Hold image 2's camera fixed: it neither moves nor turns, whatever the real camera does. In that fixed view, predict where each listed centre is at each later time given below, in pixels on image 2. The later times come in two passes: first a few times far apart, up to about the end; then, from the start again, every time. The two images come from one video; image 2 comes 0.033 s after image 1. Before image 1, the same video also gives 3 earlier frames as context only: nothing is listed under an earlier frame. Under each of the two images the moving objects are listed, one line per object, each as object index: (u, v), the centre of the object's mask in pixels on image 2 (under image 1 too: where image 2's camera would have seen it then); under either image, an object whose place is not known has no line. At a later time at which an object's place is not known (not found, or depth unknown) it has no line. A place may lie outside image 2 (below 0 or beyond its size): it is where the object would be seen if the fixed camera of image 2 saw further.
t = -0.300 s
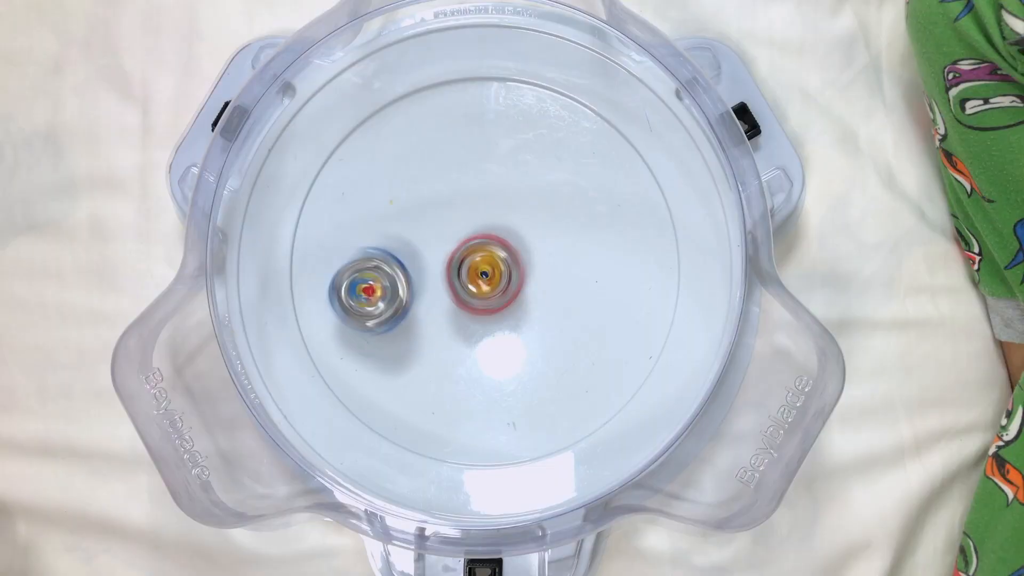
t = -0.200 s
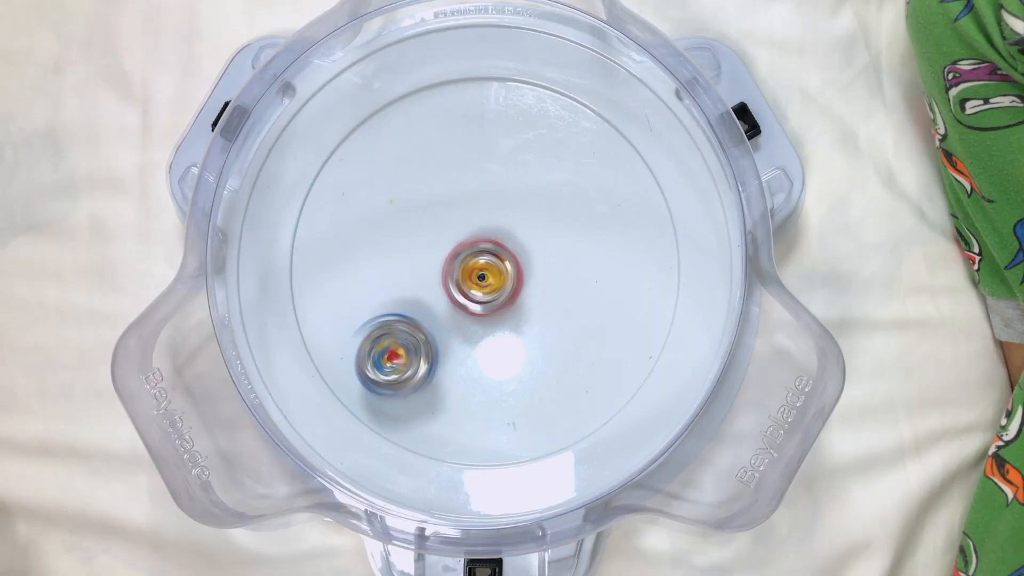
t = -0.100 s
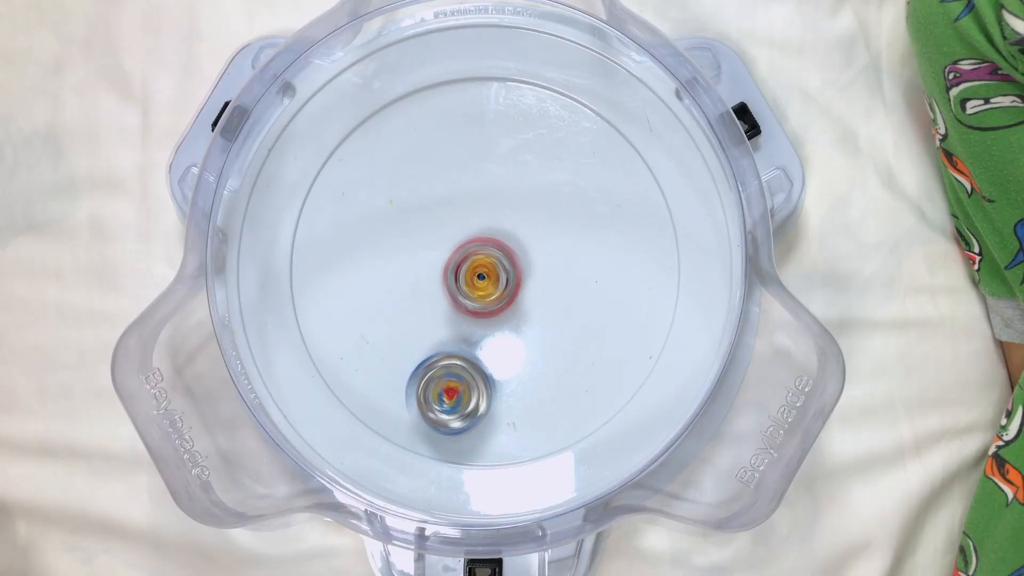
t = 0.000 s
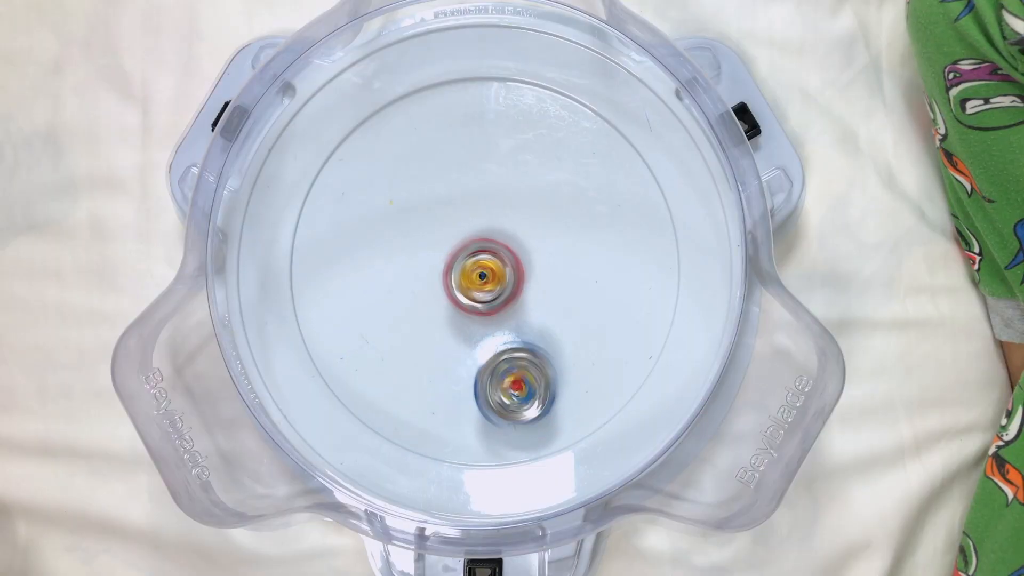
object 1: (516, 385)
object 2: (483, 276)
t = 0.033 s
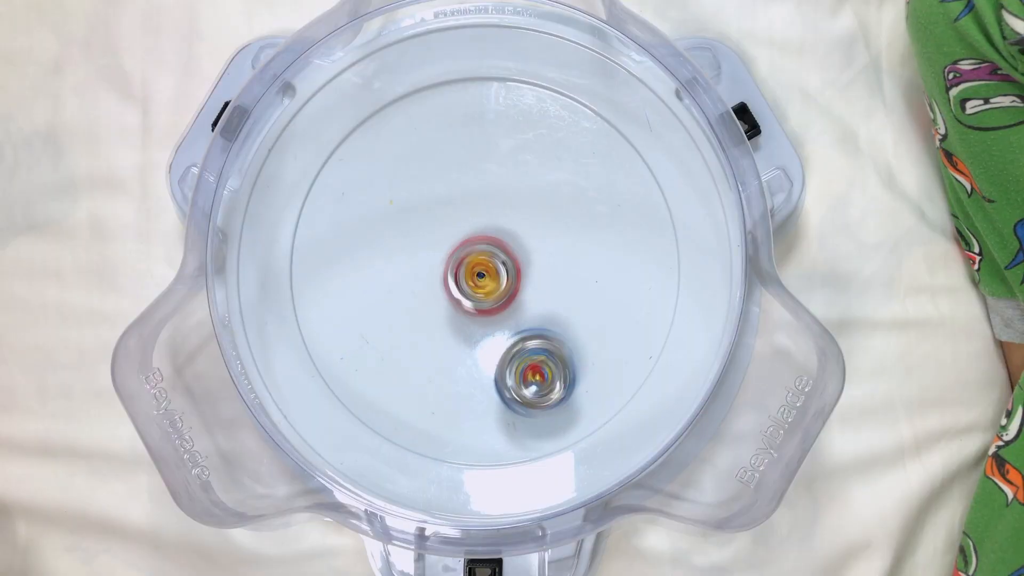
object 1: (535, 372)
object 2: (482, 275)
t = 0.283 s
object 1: (567, 223)
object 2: (485, 271)
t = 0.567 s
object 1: (430, 171)
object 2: (482, 273)
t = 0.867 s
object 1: (383, 316)
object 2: (499, 280)
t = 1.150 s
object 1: (343, 347)
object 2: (572, 299)
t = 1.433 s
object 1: (443, 261)
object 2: (518, 285)
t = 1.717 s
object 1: (511, 156)
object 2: (483, 335)
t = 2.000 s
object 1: (539, 270)
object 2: (457, 269)
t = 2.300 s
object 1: (571, 303)
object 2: (472, 241)
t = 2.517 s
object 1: (547, 301)
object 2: (464, 244)
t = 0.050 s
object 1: (544, 366)
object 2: (483, 275)
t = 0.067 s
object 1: (551, 358)
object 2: (482, 276)
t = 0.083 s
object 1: (557, 348)
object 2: (483, 274)
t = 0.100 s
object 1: (564, 339)
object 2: (484, 275)
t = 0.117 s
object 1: (569, 329)
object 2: (482, 274)
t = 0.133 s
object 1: (572, 318)
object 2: (483, 273)
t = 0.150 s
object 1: (576, 307)
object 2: (484, 274)
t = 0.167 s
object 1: (578, 297)
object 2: (482, 272)
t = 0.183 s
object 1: (579, 285)
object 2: (484, 272)
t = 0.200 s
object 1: (580, 273)
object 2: (484, 273)
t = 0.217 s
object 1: (580, 263)
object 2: (483, 271)
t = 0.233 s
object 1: (577, 252)
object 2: (484, 271)
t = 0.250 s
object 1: (575, 242)
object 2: (483, 272)
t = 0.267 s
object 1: (573, 232)
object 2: (484, 270)
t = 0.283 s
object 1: (567, 223)
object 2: (485, 271)
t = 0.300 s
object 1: (563, 213)
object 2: (483, 271)
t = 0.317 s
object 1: (558, 205)
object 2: (485, 270)
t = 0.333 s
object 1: (551, 198)
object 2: (485, 271)
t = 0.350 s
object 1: (543, 189)
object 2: (483, 271)
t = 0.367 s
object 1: (537, 182)
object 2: (484, 270)
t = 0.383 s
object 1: (529, 177)
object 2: (485, 272)
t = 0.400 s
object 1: (520, 172)
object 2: (483, 270)
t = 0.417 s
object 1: (511, 167)
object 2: (484, 271)
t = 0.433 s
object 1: (502, 164)
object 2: (484, 273)
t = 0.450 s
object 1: (492, 162)
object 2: (483, 271)
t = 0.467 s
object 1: (483, 160)
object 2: (484, 271)
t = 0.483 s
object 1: (475, 161)
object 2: (483, 273)
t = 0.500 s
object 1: (465, 162)
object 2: (482, 272)
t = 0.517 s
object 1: (456, 162)
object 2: (483, 272)
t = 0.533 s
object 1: (448, 165)
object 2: (481, 273)
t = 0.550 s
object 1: (439, 169)
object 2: (482, 272)
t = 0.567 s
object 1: (430, 171)
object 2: (482, 273)
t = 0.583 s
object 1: (422, 176)
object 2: (480, 274)
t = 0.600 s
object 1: (415, 183)
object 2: (481, 273)
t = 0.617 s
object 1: (408, 191)
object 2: (482, 274)
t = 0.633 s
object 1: (401, 198)
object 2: (479, 274)
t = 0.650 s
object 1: (397, 205)
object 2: (480, 274)
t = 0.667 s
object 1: (393, 214)
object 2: (481, 275)
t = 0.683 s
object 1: (388, 223)
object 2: (479, 274)
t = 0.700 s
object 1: (386, 231)
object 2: (480, 275)
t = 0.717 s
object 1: (386, 242)
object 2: (480, 276)
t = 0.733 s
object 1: (384, 252)
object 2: (477, 275)
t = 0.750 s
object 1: (384, 262)
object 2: (479, 275)
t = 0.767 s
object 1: (386, 270)
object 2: (479, 276)
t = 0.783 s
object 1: (389, 280)
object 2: (477, 275)
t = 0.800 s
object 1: (391, 289)
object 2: (478, 275)
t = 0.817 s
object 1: (395, 298)
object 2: (478, 276)
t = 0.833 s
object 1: (400, 307)
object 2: (476, 274)
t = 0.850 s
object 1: (393, 313)
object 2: (486, 277)
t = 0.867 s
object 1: (383, 316)
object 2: (499, 280)
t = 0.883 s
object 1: (376, 322)
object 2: (512, 282)
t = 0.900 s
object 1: (367, 329)
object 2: (520, 285)
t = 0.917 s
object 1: (359, 333)
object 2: (531, 285)
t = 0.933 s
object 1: (356, 337)
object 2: (541, 289)
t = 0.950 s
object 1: (352, 338)
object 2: (548, 290)
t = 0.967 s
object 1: (350, 344)
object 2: (554, 291)
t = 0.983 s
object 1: (348, 343)
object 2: (560, 292)
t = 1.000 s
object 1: (345, 347)
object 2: (564, 293)
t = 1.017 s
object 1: (344, 349)
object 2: (567, 294)
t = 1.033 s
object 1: (342, 350)
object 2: (569, 295)
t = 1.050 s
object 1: (339, 351)
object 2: (571, 295)
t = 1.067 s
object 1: (339, 349)
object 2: (573, 296)
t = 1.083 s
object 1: (339, 351)
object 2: (572, 298)
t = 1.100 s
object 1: (338, 350)
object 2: (572, 298)
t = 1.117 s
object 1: (339, 349)
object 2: (573, 298)
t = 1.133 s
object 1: (341, 348)
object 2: (573, 299)
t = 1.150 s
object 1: (343, 347)
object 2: (572, 299)
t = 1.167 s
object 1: (348, 345)
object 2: (570, 298)
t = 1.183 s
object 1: (352, 343)
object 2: (568, 298)
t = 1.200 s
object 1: (356, 341)
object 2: (567, 297)
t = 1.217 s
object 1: (360, 336)
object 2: (563, 297)
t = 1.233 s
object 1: (366, 332)
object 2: (561, 295)
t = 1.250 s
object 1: (372, 325)
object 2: (558, 295)
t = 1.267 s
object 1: (379, 321)
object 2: (556, 294)
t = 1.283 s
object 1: (385, 315)
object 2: (552, 295)
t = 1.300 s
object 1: (391, 310)
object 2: (548, 293)
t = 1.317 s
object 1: (397, 303)
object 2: (544, 292)
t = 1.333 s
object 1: (403, 298)
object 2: (541, 291)
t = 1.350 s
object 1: (411, 290)
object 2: (536, 291)
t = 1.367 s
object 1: (418, 283)
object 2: (532, 289)
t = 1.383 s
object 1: (425, 278)
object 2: (527, 288)
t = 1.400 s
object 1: (431, 273)
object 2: (524, 285)
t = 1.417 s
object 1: (438, 268)
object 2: (521, 286)
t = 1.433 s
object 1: (443, 261)
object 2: (518, 285)
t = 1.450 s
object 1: (446, 256)
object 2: (517, 286)
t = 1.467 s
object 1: (449, 249)
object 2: (516, 288)
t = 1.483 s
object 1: (451, 243)
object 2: (515, 290)
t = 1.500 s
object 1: (454, 237)
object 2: (512, 291)
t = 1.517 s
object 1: (458, 230)
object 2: (510, 295)
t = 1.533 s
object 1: (462, 215)
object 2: (507, 303)
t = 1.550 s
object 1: (466, 202)
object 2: (505, 313)
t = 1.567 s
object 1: (471, 192)
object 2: (502, 322)
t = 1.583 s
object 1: (475, 181)
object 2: (500, 326)
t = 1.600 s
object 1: (480, 173)
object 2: (498, 333)
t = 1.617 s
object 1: (486, 166)
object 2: (495, 338)
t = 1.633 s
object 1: (491, 161)
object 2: (492, 339)
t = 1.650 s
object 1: (495, 157)
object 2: (489, 341)
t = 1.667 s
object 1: (499, 155)
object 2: (488, 342)
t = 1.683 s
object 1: (504, 154)
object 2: (486, 340)
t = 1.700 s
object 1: (508, 154)
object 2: (483, 338)
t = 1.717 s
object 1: (511, 156)
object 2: (483, 335)
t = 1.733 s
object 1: (513, 159)
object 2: (481, 333)
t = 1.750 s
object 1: (516, 163)
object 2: (480, 331)
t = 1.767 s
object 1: (519, 167)
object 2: (479, 328)
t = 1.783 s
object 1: (521, 172)
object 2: (477, 326)
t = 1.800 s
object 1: (522, 178)
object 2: (476, 323)
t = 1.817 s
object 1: (523, 185)
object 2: (474, 320)
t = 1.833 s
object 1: (524, 192)
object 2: (472, 315)
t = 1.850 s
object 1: (524, 200)
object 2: (471, 311)
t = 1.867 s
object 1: (524, 207)
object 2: (470, 308)
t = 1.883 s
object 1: (524, 216)
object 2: (468, 304)
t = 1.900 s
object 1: (525, 224)
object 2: (467, 299)
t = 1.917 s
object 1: (525, 232)
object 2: (465, 295)
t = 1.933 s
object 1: (525, 241)
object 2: (464, 290)
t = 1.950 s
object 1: (527, 248)
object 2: (464, 284)
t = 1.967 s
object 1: (528, 255)
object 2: (464, 279)
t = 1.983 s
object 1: (533, 262)
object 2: (462, 274)
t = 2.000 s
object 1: (539, 270)
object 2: (457, 269)
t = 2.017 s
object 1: (542, 276)
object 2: (453, 263)
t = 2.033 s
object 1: (546, 283)
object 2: (451, 258)
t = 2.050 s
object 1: (549, 288)
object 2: (448, 253)
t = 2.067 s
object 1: (553, 293)
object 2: (447, 249)
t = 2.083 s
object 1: (556, 297)
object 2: (447, 244)
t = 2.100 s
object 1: (560, 300)
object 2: (447, 242)
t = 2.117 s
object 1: (563, 302)
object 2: (448, 239)
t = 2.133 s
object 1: (566, 304)
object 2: (449, 238)
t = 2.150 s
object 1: (569, 305)
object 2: (451, 237)
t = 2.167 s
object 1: (571, 305)
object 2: (453, 235)
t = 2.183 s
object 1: (573, 304)
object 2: (455, 234)
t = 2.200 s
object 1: (574, 304)
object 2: (457, 234)
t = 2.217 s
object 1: (574, 304)
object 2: (459, 234)
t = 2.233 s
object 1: (575, 304)
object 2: (461, 234)
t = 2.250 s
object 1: (574, 304)
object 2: (464, 235)
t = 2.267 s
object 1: (574, 304)
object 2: (467, 236)
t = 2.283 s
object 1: (573, 304)
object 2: (469, 239)
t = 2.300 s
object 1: (571, 303)
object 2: (472, 241)
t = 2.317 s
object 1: (569, 303)
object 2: (474, 244)
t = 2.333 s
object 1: (567, 303)
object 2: (475, 246)
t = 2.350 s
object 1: (564, 302)
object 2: (477, 248)
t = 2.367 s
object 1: (561, 301)
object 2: (478, 249)
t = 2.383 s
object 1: (557, 300)
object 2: (479, 252)
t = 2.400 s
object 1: (553, 298)
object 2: (479, 253)
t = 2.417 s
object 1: (549, 296)
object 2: (480, 254)
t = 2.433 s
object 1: (548, 296)
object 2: (478, 255)
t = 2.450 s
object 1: (548, 298)
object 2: (475, 252)
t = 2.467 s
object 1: (548, 300)
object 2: (472, 249)
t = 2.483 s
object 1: (548, 300)
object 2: (469, 246)
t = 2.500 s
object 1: (547, 301)
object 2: (467, 245)
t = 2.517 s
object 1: (547, 301)
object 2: (464, 244)
